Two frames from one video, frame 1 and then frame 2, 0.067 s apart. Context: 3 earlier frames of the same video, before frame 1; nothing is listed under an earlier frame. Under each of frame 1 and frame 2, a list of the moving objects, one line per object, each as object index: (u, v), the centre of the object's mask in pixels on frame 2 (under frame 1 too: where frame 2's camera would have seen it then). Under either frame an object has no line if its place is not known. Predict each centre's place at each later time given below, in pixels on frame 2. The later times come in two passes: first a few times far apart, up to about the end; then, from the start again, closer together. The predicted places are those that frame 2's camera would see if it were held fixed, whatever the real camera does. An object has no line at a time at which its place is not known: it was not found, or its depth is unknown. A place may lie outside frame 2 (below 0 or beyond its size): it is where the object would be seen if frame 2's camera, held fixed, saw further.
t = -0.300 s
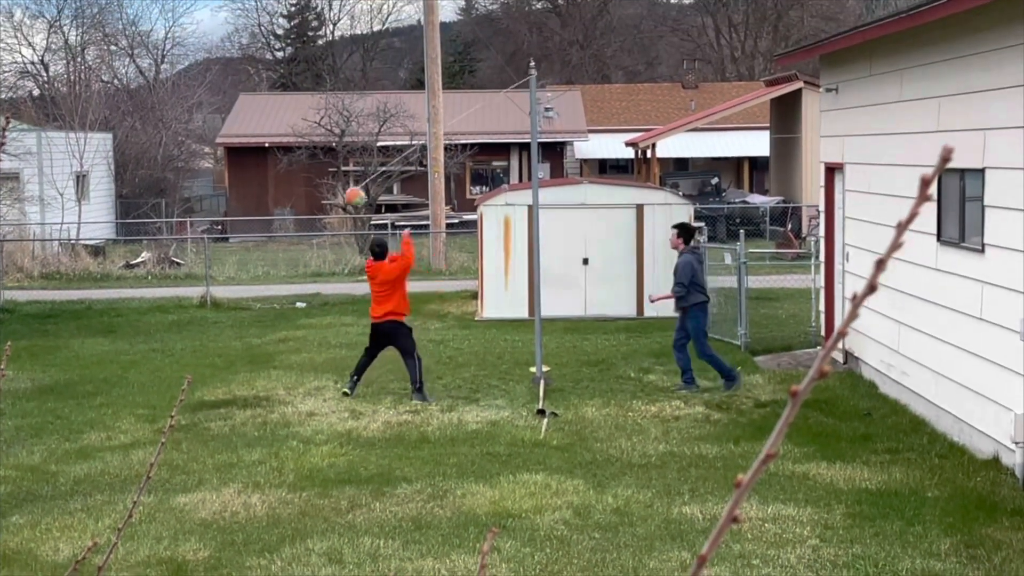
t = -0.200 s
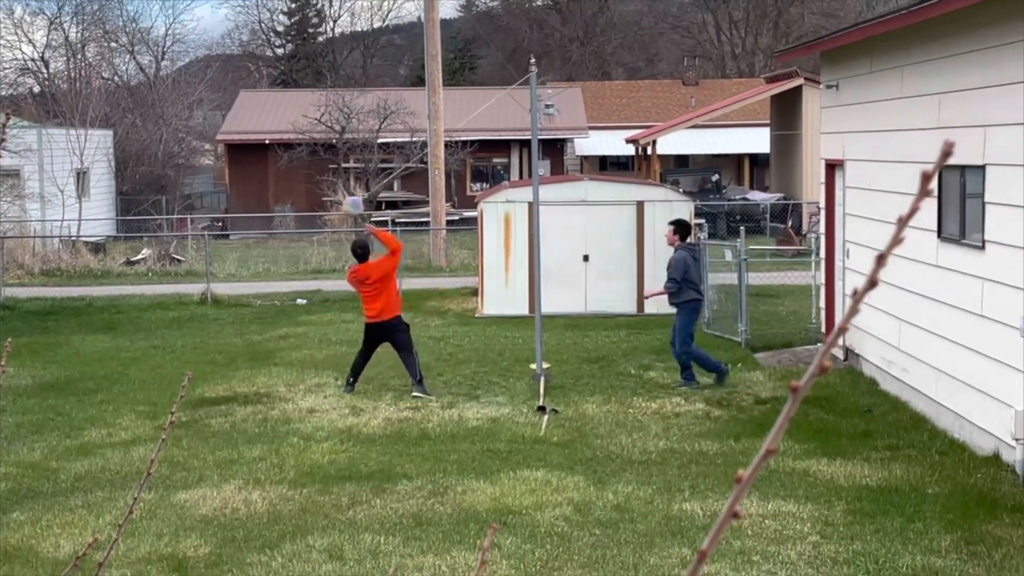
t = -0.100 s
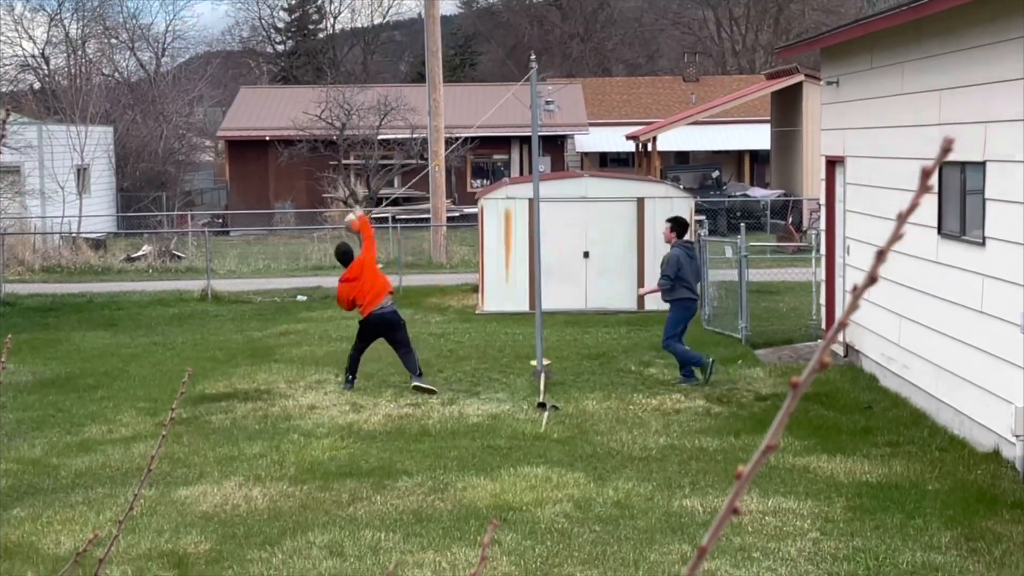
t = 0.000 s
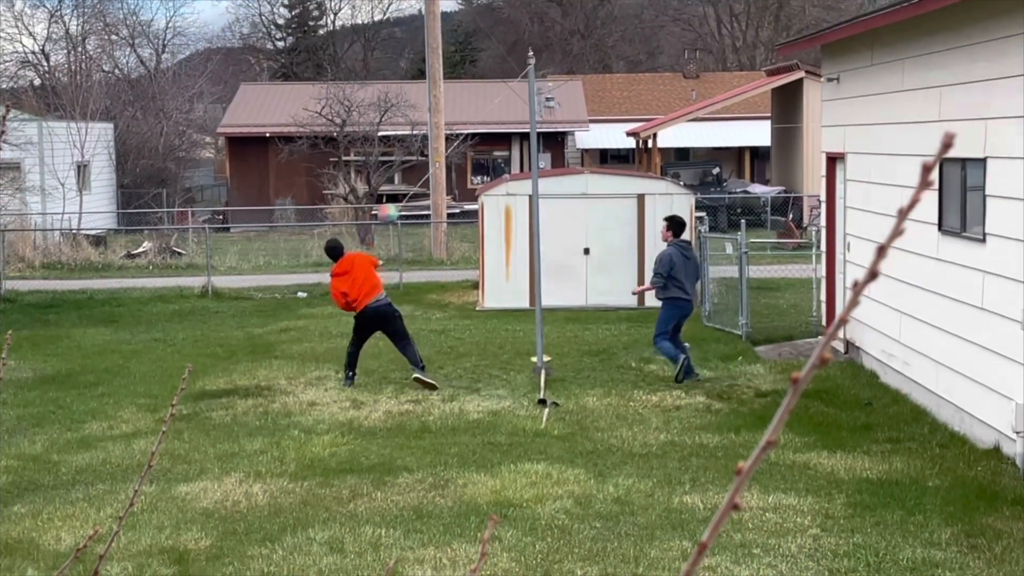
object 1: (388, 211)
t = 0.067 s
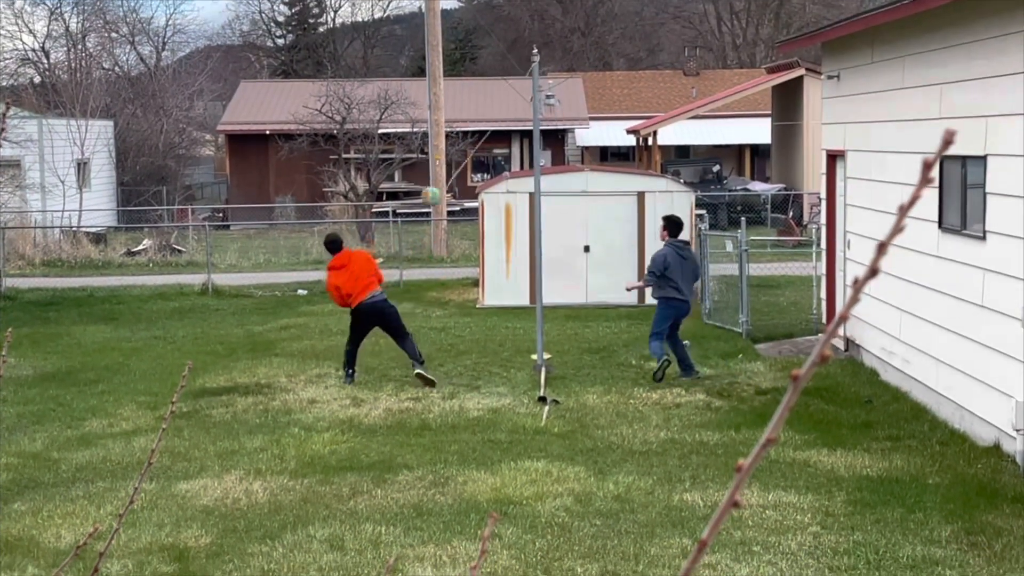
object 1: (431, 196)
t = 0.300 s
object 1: (567, 158)
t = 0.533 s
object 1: (687, 99)
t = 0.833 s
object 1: (756, 85)
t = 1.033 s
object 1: (739, 118)
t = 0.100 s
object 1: (452, 190)
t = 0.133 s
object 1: (472, 184)
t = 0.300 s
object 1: (567, 158)
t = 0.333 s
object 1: (585, 146)
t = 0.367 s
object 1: (602, 139)
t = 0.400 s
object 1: (619, 129)
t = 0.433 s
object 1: (635, 120)
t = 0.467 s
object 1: (654, 112)
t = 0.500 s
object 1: (671, 106)
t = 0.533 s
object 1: (687, 99)
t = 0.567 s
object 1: (700, 96)
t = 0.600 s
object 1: (714, 93)
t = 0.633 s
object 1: (722, 88)
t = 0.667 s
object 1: (726, 85)
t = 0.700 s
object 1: (733, 83)
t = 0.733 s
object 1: (740, 80)
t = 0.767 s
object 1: (745, 80)
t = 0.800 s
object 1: (751, 82)
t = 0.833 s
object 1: (756, 85)
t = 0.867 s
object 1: (759, 88)
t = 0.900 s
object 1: (760, 93)
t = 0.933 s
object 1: (760, 98)
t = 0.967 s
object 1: (756, 103)
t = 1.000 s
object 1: (749, 110)
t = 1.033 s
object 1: (739, 118)
